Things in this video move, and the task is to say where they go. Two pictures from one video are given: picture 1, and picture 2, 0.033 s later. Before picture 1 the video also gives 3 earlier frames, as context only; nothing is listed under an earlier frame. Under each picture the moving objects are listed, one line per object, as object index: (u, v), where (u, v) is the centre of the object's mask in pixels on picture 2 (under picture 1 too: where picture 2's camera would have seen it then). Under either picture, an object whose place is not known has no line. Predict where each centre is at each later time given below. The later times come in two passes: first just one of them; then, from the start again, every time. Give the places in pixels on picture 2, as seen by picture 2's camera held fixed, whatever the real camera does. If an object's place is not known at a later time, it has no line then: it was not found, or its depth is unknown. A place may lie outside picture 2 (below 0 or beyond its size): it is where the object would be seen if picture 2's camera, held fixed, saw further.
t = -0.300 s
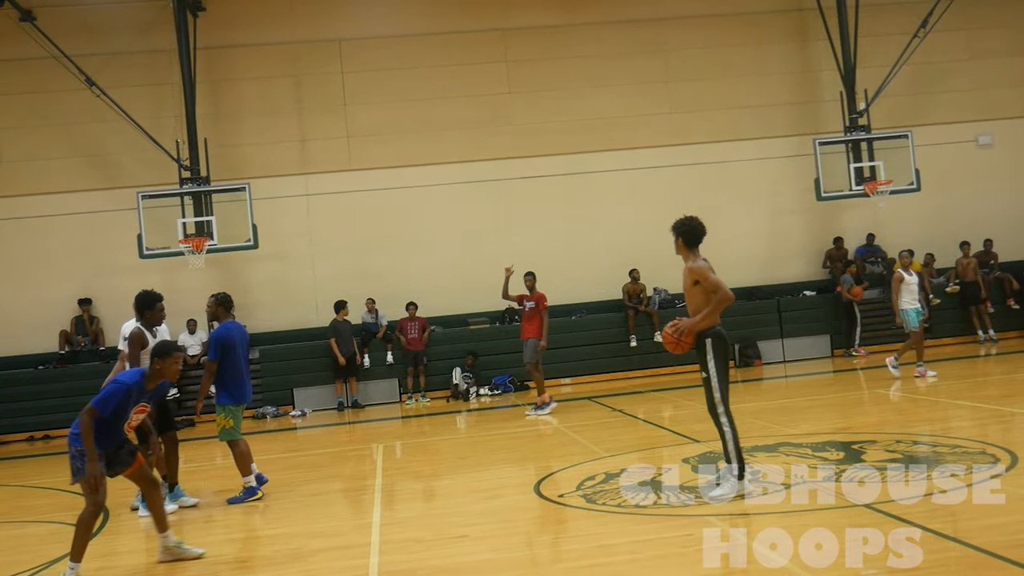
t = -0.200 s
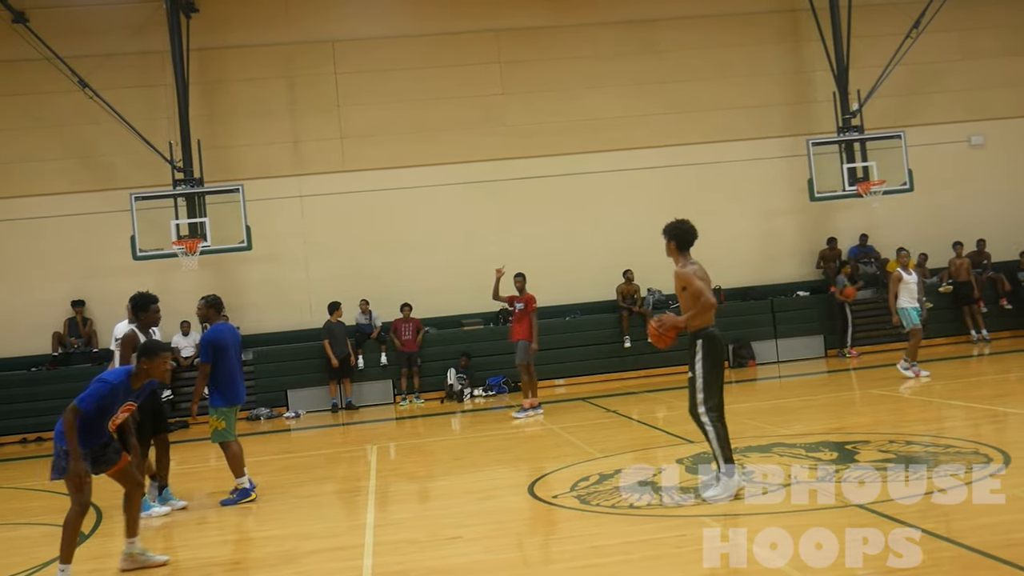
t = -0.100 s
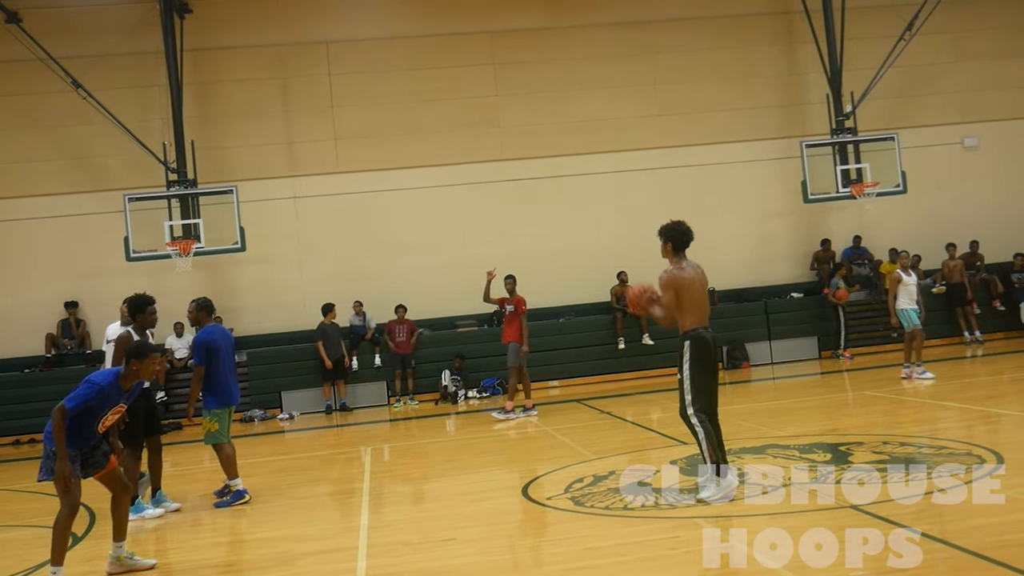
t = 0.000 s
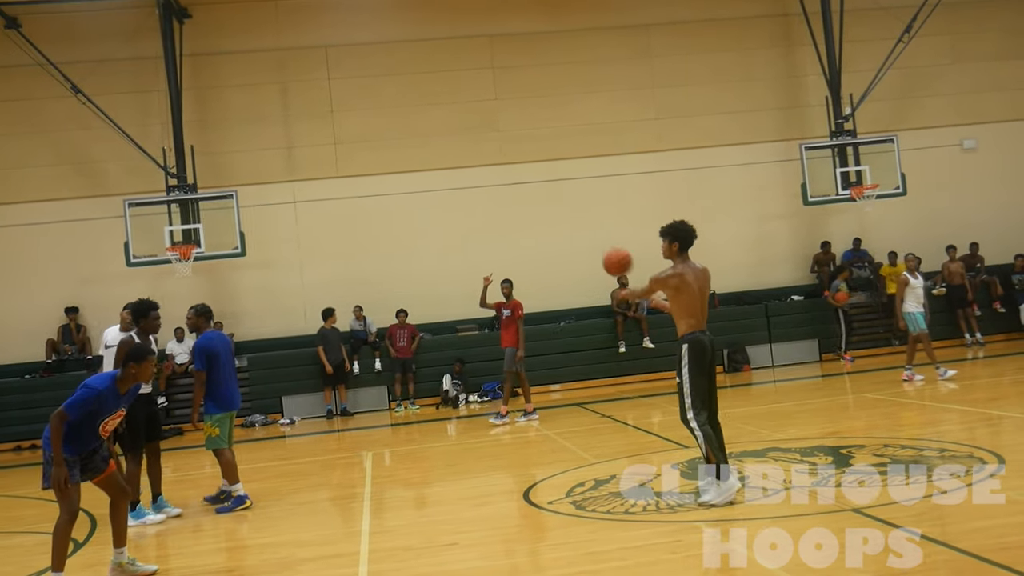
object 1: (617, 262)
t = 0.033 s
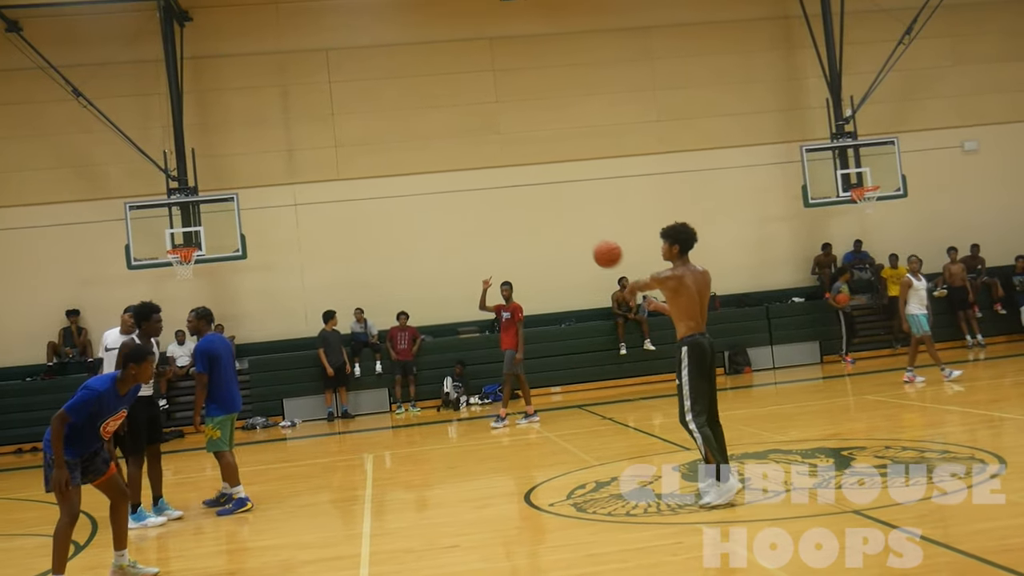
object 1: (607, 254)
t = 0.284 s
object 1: (547, 224)
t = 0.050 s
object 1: (602, 249)
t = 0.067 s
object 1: (597, 245)
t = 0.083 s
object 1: (592, 241)
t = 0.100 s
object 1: (587, 238)
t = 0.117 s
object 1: (583, 234)
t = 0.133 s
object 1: (578, 233)
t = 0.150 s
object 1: (574, 230)
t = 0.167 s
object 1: (570, 228)
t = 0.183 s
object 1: (567, 227)
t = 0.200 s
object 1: (563, 226)
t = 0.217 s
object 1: (560, 225)
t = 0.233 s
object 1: (556, 224)
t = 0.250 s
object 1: (553, 224)
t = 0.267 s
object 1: (549, 223)
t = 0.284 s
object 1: (547, 224)
